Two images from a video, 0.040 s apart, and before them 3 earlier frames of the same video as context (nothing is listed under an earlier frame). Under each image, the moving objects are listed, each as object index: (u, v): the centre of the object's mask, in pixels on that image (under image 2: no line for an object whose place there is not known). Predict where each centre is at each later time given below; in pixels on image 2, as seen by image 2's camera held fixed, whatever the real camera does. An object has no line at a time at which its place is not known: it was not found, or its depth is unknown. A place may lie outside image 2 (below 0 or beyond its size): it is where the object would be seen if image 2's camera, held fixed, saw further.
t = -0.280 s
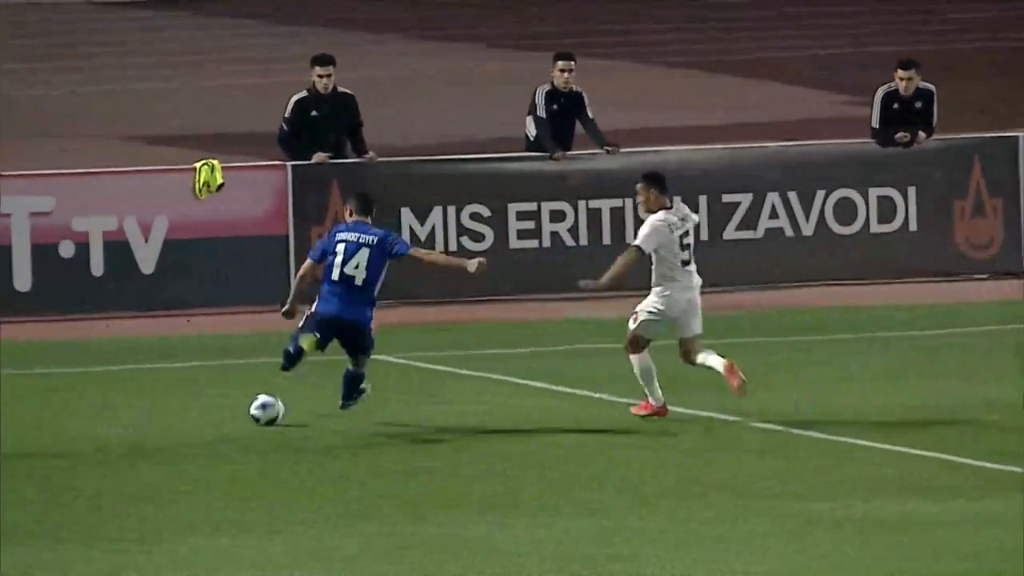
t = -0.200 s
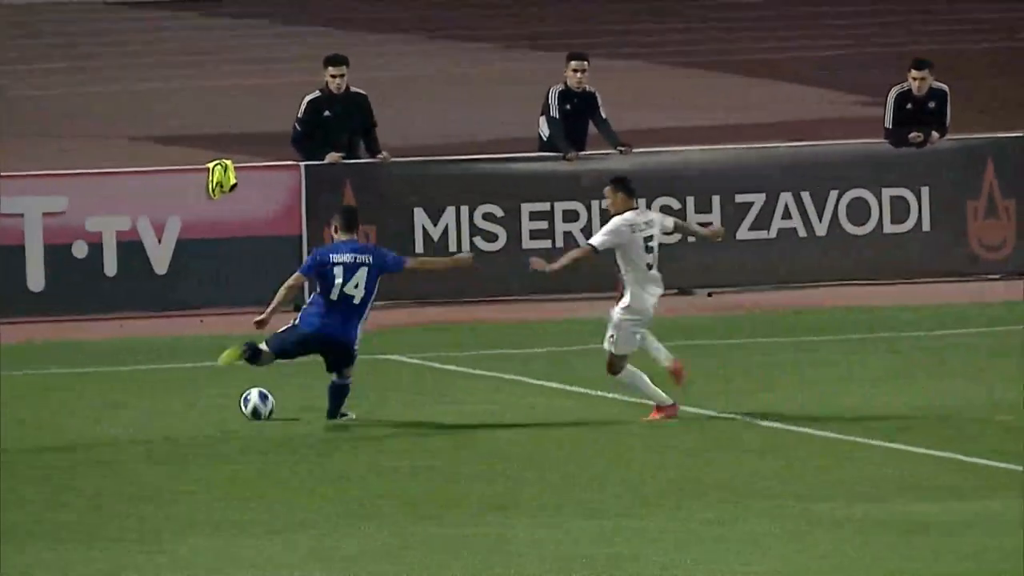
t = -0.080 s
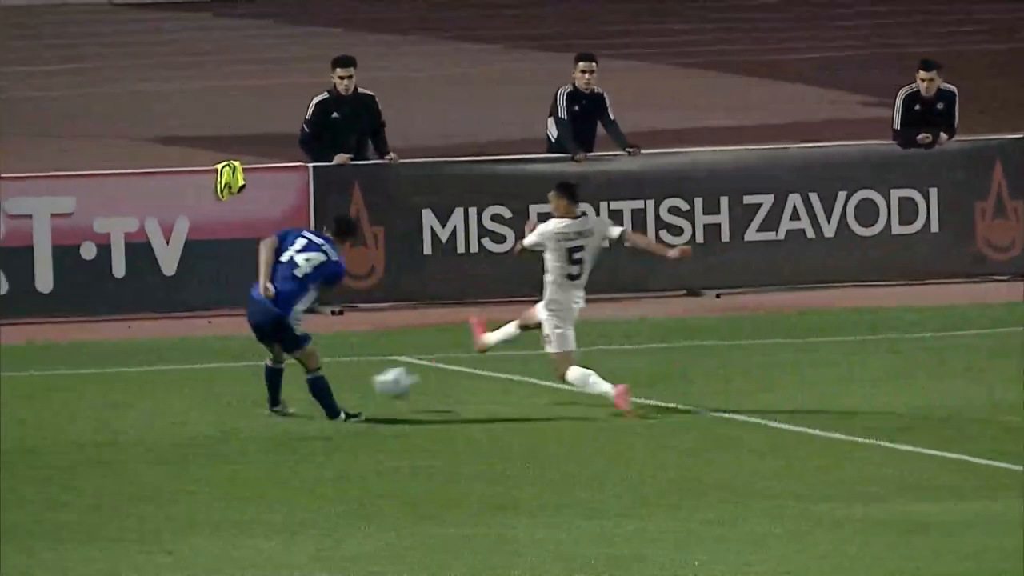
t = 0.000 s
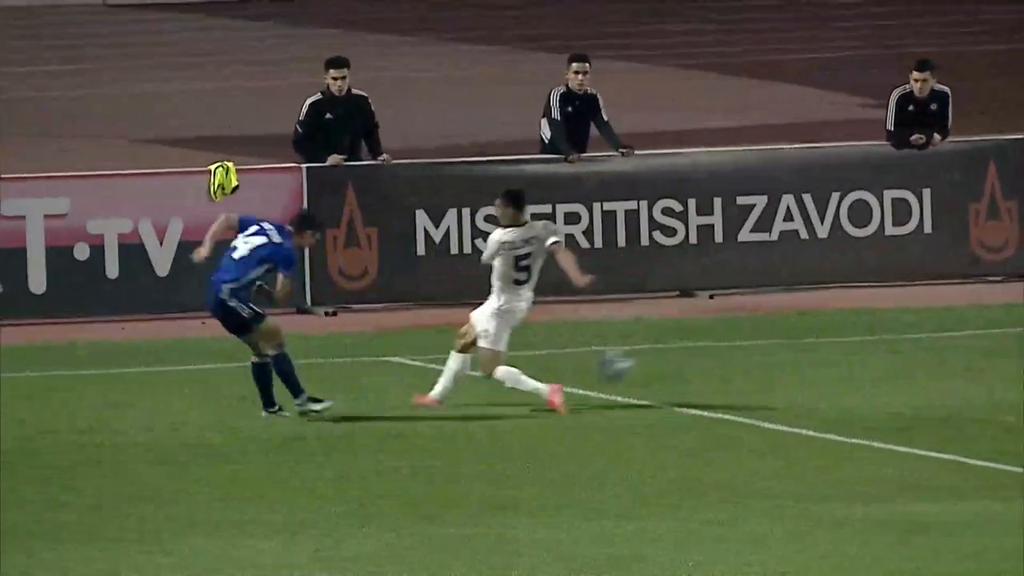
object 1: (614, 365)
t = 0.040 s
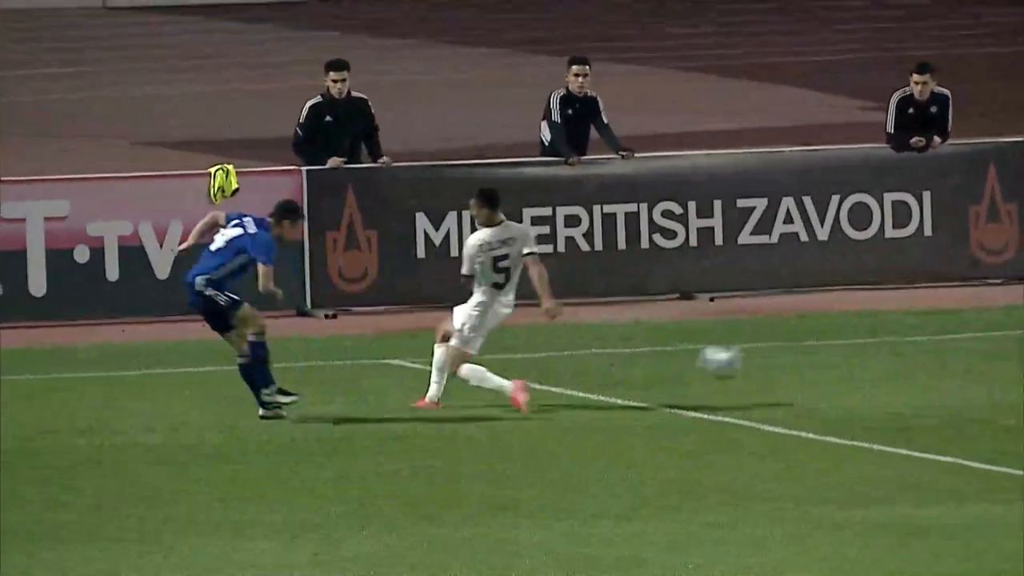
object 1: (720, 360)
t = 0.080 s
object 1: (827, 354)
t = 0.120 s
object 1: (933, 353)
